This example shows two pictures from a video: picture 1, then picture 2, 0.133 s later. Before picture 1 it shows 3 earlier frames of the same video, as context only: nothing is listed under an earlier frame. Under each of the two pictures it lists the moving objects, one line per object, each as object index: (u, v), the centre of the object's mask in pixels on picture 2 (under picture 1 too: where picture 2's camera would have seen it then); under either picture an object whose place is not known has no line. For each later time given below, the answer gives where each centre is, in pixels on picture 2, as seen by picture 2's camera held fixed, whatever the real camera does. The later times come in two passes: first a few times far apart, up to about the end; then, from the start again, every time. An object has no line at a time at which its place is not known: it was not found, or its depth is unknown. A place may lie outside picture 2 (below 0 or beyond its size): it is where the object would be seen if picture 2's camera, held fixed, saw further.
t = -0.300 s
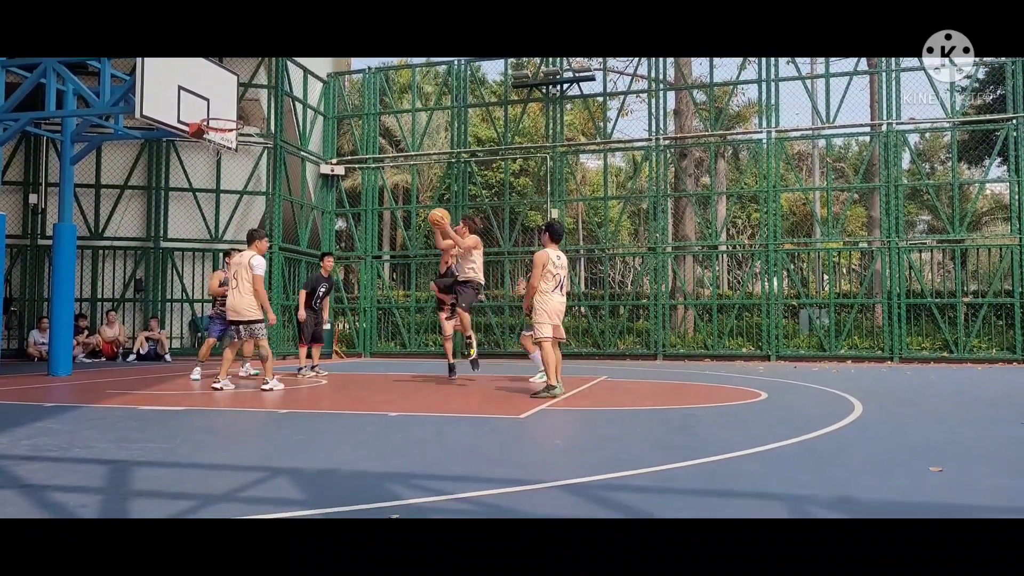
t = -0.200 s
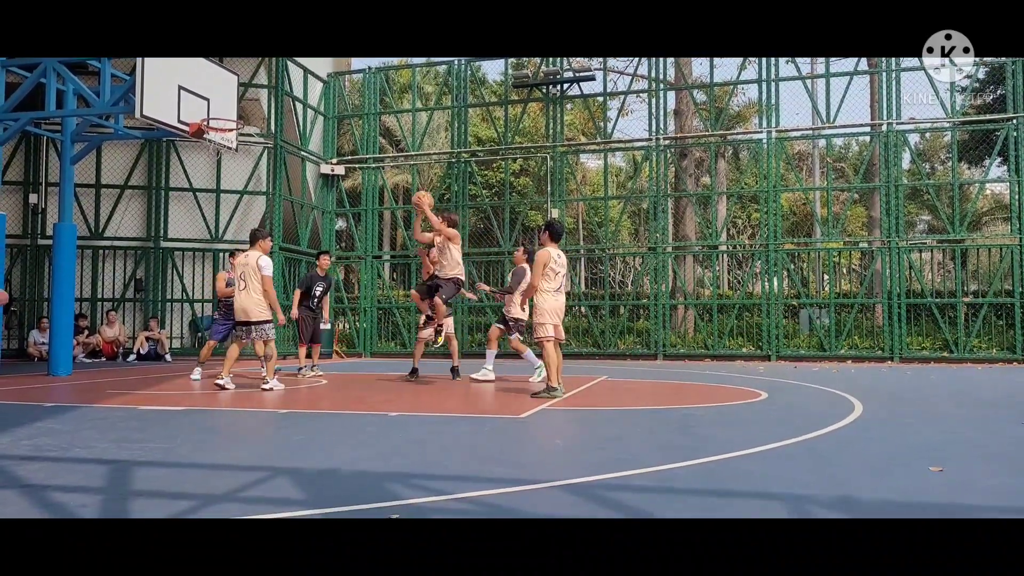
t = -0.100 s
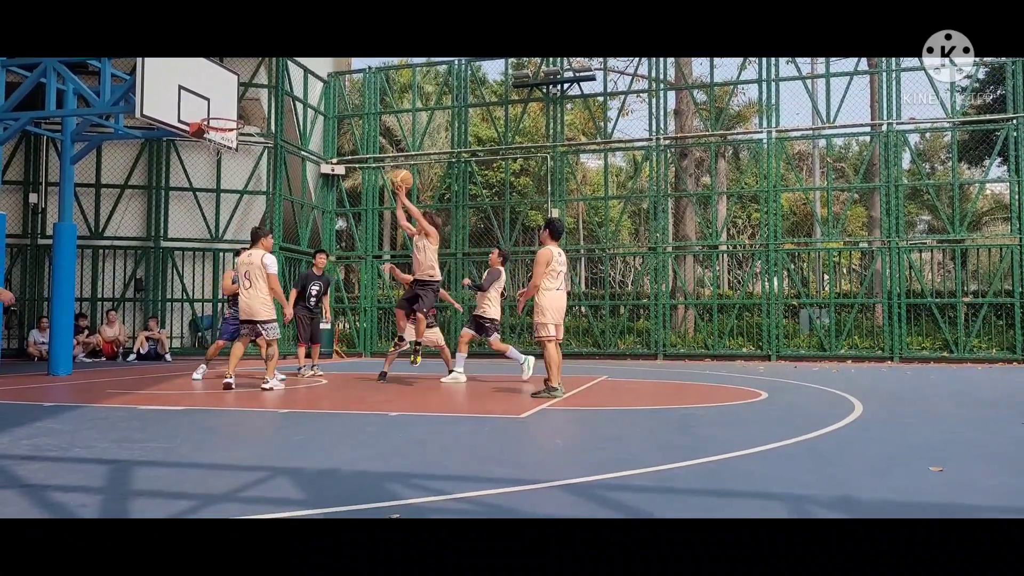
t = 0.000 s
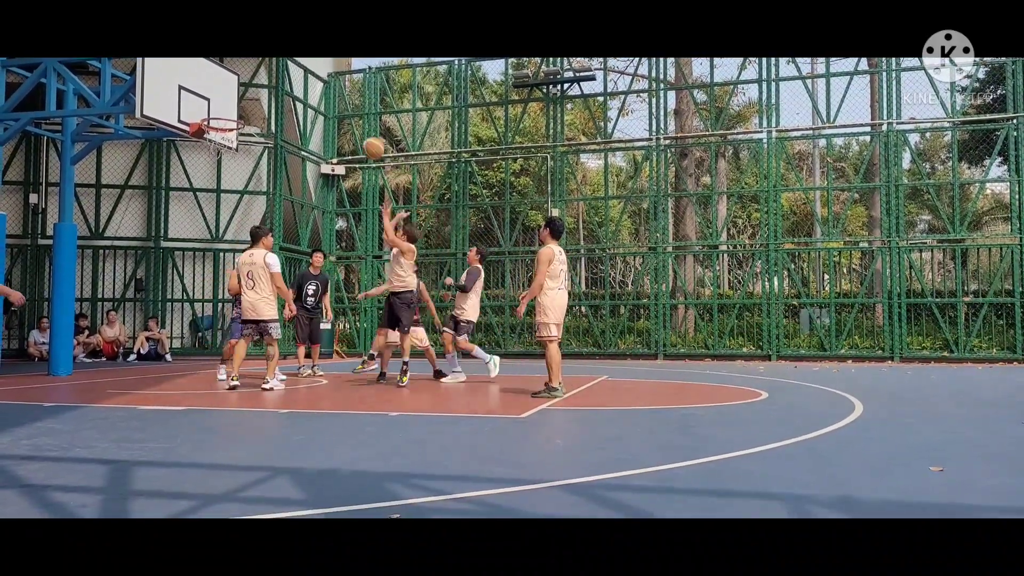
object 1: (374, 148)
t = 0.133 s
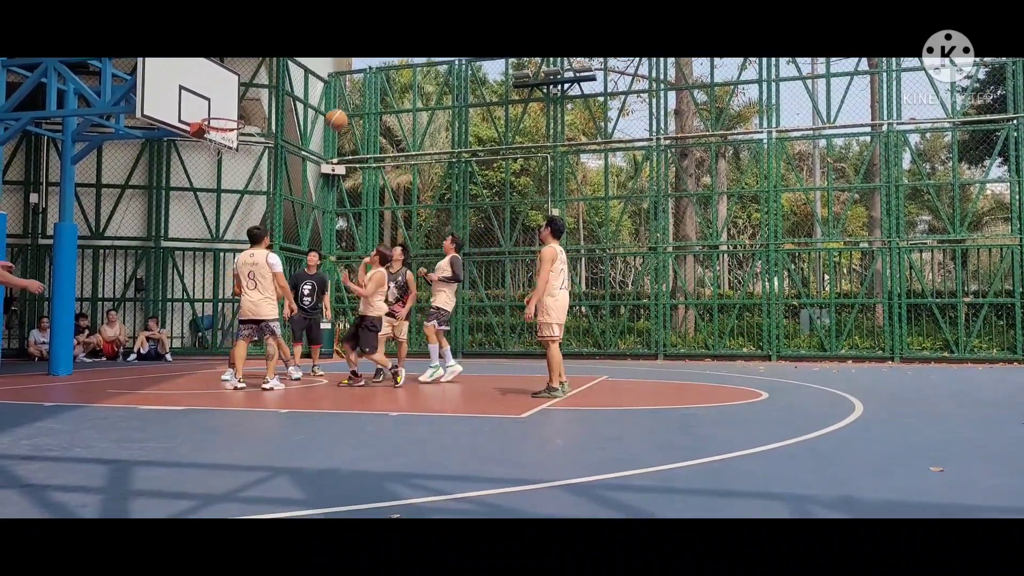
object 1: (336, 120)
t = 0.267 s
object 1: (300, 106)
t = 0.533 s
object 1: (255, 108)
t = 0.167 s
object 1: (327, 115)
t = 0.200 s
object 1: (318, 111)
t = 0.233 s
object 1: (310, 108)
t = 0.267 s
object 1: (300, 106)
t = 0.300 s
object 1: (292, 105)
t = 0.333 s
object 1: (283, 104)
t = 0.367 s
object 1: (275, 106)
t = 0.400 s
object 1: (267, 109)
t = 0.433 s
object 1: (258, 110)
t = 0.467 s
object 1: (250, 113)
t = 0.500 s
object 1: (251, 112)
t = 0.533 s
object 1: (255, 108)
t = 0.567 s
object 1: (258, 105)
